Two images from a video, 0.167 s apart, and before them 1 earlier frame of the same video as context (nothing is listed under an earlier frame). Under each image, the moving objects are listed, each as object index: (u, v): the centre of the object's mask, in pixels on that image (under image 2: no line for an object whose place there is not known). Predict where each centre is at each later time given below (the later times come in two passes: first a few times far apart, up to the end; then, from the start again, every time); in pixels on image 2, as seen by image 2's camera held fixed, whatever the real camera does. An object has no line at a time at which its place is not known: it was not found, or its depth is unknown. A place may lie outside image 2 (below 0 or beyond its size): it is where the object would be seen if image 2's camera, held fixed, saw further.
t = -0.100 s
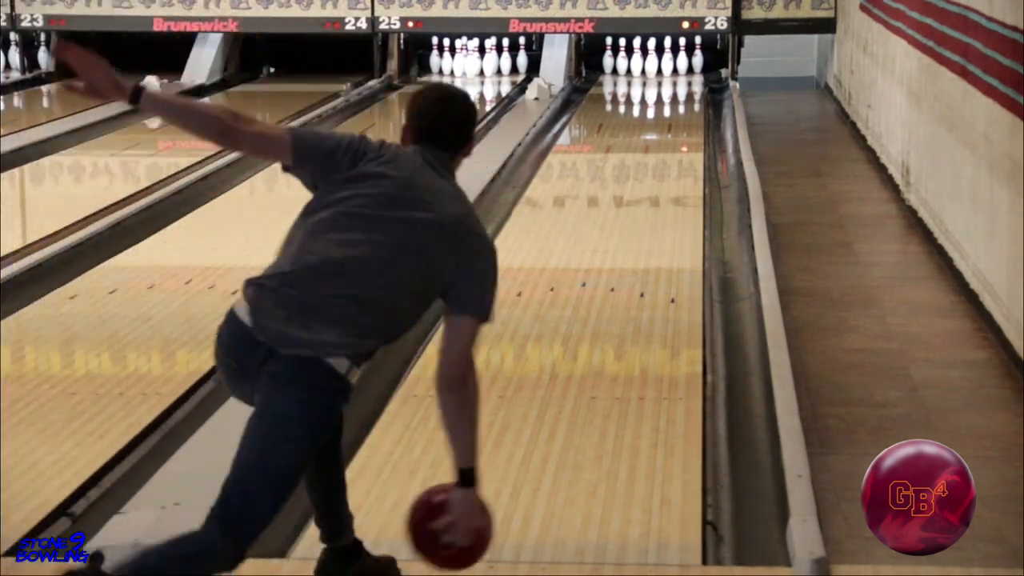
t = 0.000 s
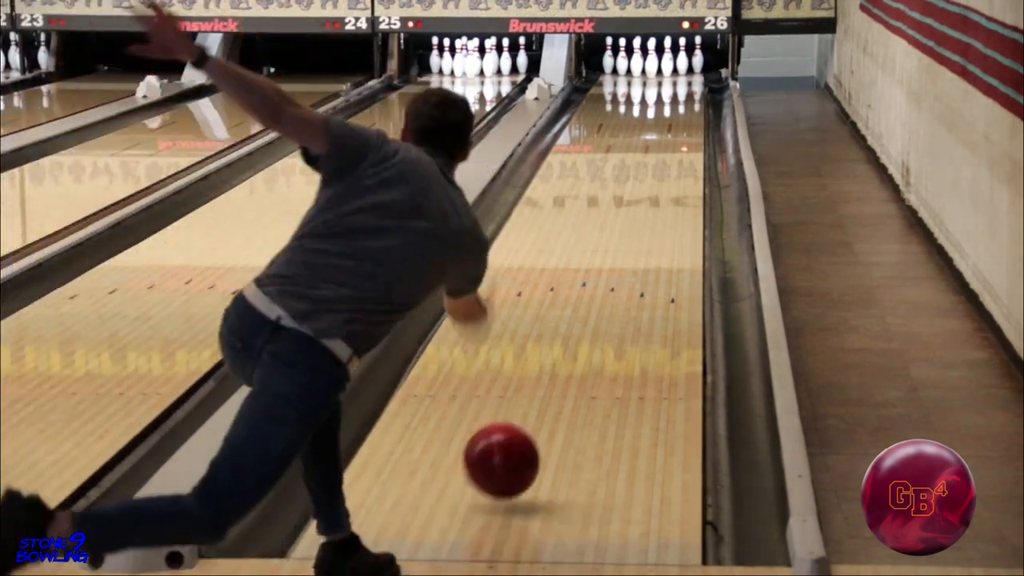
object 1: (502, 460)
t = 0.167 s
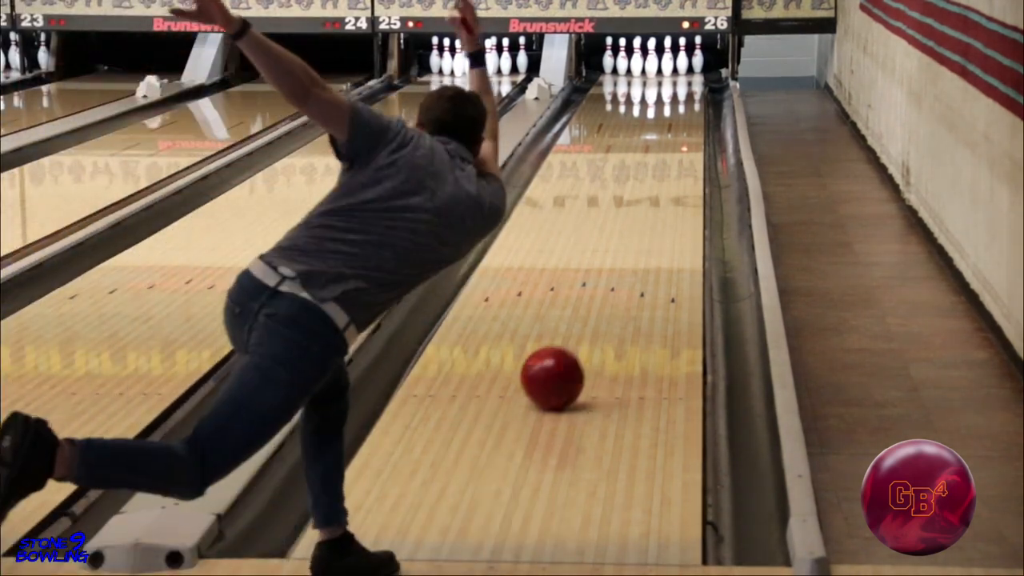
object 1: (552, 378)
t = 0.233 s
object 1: (568, 348)
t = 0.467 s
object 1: (609, 271)
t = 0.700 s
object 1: (636, 217)
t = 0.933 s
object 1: (655, 176)
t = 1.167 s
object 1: (668, 144)
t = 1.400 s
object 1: (676, 120)
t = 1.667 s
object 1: (678, 99)
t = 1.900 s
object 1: (673, 85)
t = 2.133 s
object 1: (661, 73)
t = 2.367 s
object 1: (647, 64)
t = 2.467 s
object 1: (640, 63)
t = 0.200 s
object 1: (560, 363)
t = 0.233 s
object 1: (568, 348)
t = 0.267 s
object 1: (575, 335)
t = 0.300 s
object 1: (582, 323)
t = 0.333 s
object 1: (588, 312)
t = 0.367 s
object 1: (594, 300)
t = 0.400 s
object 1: (599, 290)
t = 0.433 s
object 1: (604, 280)
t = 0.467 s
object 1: (609, 271)
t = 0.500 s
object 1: (614, 262)
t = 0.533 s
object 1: (618, 253)
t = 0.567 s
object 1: (622, 245)
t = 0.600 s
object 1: (626, 237)
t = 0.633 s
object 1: (630, 230)
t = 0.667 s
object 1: (633, 223)
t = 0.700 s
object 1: (636, 217)
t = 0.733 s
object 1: (640, 210)
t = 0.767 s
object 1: (642, 204)
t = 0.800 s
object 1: (646, 198)
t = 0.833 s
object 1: (648, 192)
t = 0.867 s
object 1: (651, 187)
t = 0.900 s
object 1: (653, 182)
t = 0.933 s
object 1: (655, 176)
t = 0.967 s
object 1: (657, 171)
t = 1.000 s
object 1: (659, 166)
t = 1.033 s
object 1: (661, 162)
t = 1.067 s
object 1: (663, 157)
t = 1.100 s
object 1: (664, 153)
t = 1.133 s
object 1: (666, 149)
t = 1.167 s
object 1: (668, 144)
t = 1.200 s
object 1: (669, 140)
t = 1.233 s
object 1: (670, 137)
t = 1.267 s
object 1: (671, 133)
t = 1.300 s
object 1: (673, 130)
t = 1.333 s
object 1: (674, 126)
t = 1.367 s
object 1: (675, 123)
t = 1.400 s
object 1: (676, 120)
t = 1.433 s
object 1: (676, 117)
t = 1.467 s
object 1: (677, 115)
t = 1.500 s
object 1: (677, 112)
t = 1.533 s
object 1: (678, 109)
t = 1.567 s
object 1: (678, 106)
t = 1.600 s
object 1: (678, 104)
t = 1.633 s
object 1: (678, 101)
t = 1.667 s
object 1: (678, 99)
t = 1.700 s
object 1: (678, 97)
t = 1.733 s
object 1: (678, 94)
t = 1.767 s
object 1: (677, 92)
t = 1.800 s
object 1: (676, 90)
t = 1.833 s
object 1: (675, 88)
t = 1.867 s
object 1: (674, 86)
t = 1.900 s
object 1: (673, 85)
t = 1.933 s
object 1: (671, 83)
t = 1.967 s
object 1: (670, 81)
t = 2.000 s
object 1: (669, 79)
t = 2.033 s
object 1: (667, 77)
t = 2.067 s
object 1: (666, 76)
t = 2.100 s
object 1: (663, 74)
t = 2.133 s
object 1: (661, 73)
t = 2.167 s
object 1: (659, 71)
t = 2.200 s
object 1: (656, 70)
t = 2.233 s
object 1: (655, 68)
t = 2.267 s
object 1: (656, 67)
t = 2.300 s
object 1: (653, 66)
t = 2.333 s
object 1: (650, 65)
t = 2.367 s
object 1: (647, 64)
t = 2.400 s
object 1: (645, 63)
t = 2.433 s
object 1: (642, 63)
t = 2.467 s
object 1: (640, 63)
